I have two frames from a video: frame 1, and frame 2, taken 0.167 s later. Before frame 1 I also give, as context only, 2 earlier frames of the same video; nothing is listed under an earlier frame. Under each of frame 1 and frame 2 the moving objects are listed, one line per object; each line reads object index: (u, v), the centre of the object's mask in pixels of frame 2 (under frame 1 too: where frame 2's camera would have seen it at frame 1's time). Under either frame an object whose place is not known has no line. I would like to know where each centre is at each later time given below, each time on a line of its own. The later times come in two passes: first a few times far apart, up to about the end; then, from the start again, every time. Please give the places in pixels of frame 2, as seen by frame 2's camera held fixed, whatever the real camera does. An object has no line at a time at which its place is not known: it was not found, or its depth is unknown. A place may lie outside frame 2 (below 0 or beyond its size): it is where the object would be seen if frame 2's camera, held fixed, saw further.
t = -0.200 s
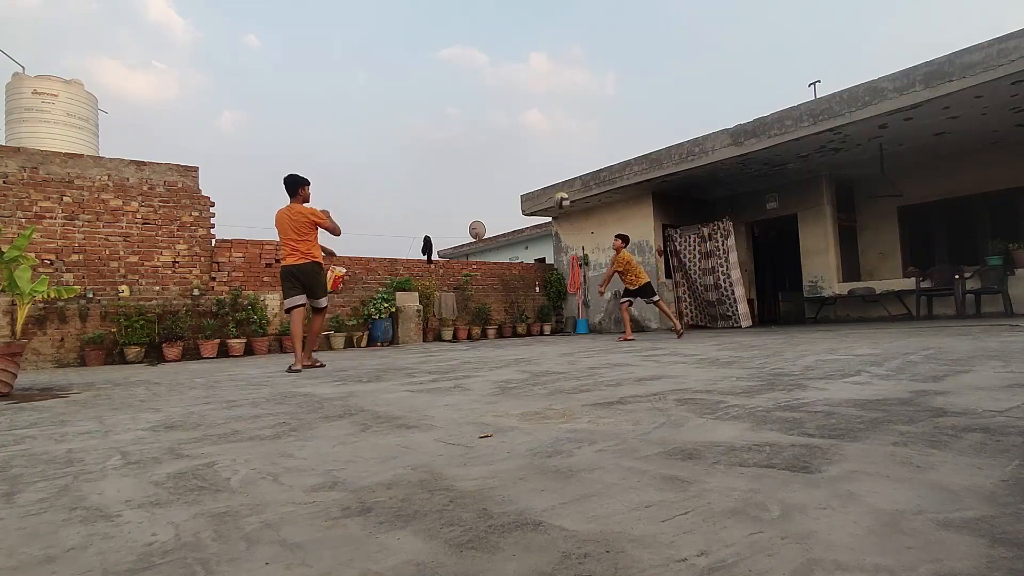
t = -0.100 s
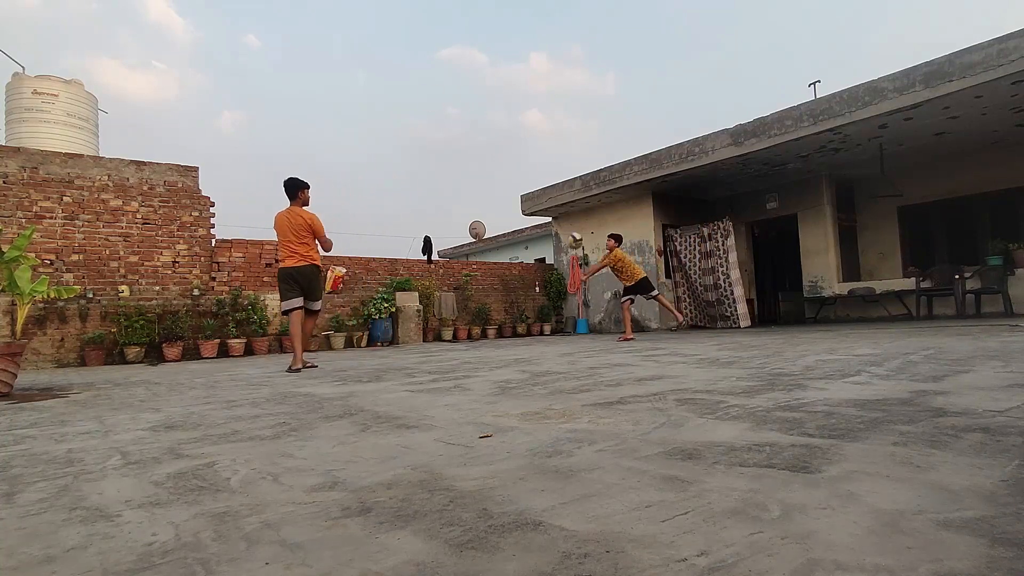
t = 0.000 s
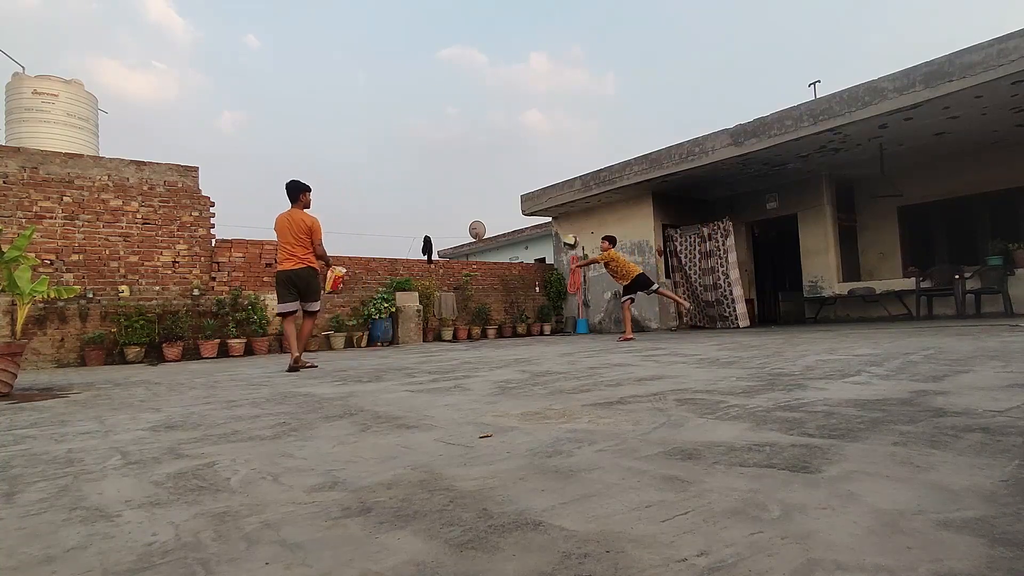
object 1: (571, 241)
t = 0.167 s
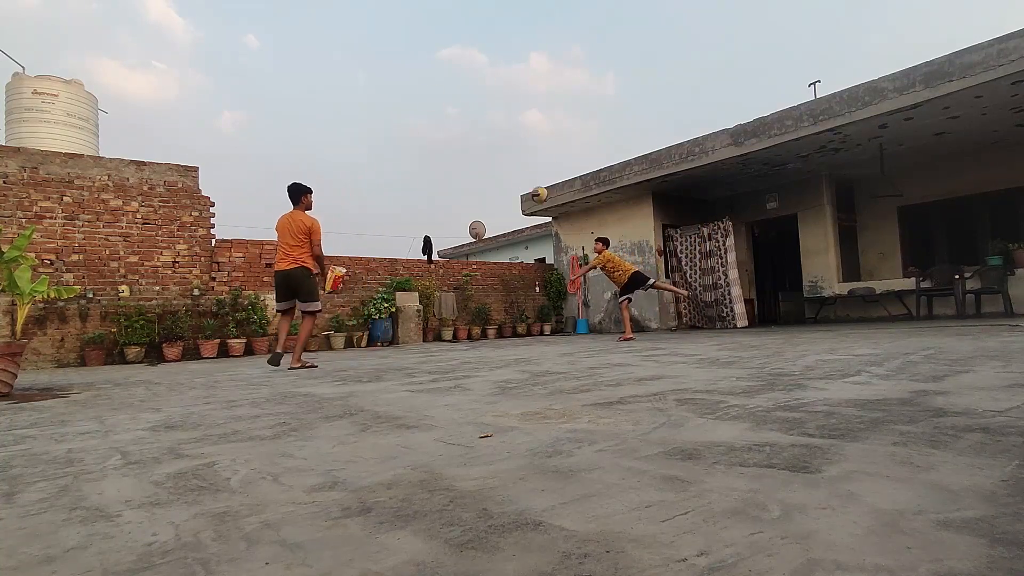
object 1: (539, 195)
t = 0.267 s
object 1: (519, 175)
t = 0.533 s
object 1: (465, 156)
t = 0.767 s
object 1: (417, 194)
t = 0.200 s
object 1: (533, 187)
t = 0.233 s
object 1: (526, 181)
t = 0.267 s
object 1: (519, 175)
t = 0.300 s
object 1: (513, 169)
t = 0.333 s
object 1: (506, 165)
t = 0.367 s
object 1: (499, 161)
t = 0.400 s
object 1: (492, 158)
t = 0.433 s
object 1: (485, 156)
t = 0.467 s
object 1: (479, 155)
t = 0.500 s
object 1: (472, 155)
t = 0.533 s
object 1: (465, 156)
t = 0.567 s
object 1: (458, 158)
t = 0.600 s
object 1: (451, 161)
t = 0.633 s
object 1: (444, 166)
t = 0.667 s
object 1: (438, 171)
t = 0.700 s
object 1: (431, 178)
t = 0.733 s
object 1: (424, 185)
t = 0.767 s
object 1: (417, 194)
